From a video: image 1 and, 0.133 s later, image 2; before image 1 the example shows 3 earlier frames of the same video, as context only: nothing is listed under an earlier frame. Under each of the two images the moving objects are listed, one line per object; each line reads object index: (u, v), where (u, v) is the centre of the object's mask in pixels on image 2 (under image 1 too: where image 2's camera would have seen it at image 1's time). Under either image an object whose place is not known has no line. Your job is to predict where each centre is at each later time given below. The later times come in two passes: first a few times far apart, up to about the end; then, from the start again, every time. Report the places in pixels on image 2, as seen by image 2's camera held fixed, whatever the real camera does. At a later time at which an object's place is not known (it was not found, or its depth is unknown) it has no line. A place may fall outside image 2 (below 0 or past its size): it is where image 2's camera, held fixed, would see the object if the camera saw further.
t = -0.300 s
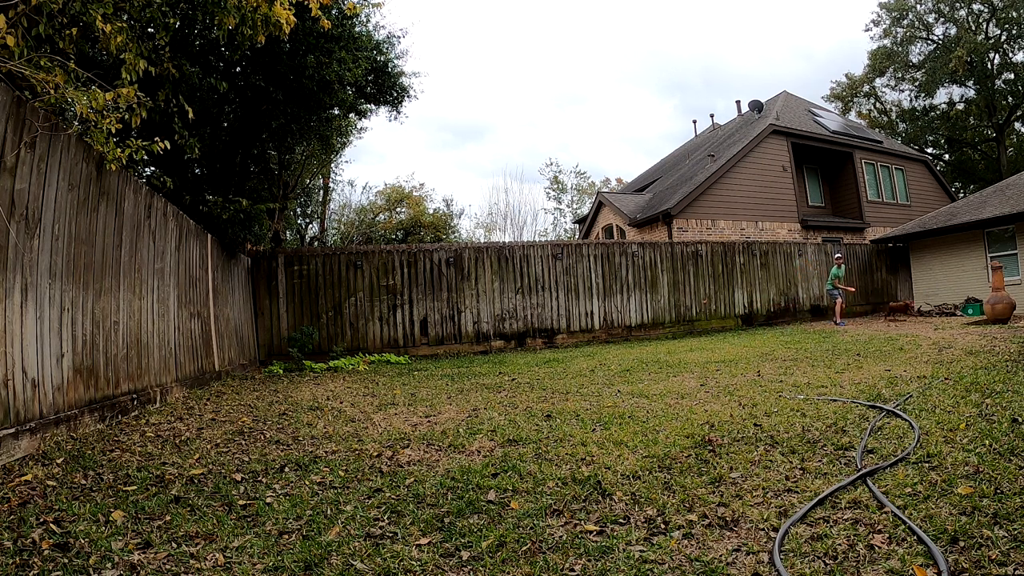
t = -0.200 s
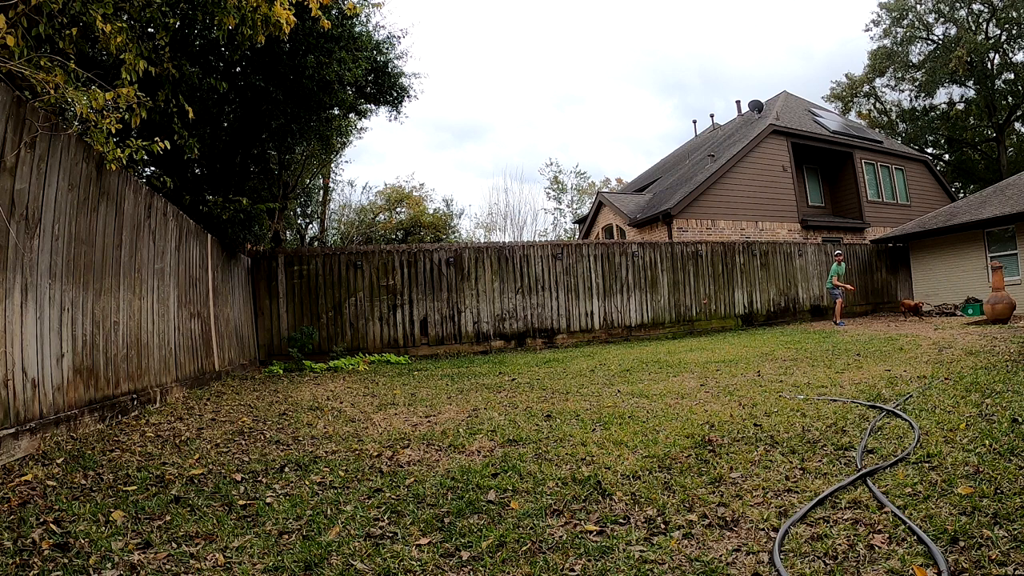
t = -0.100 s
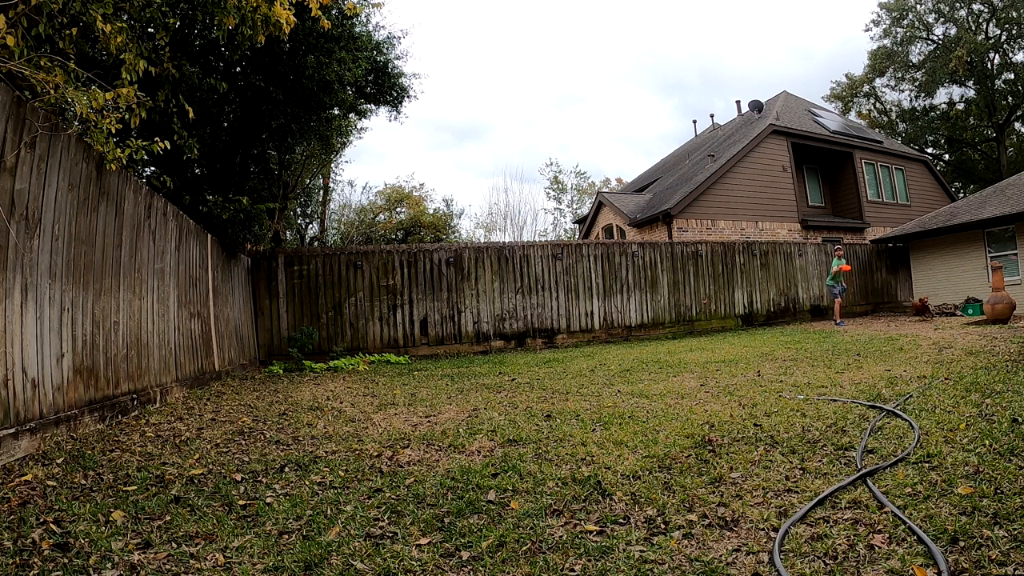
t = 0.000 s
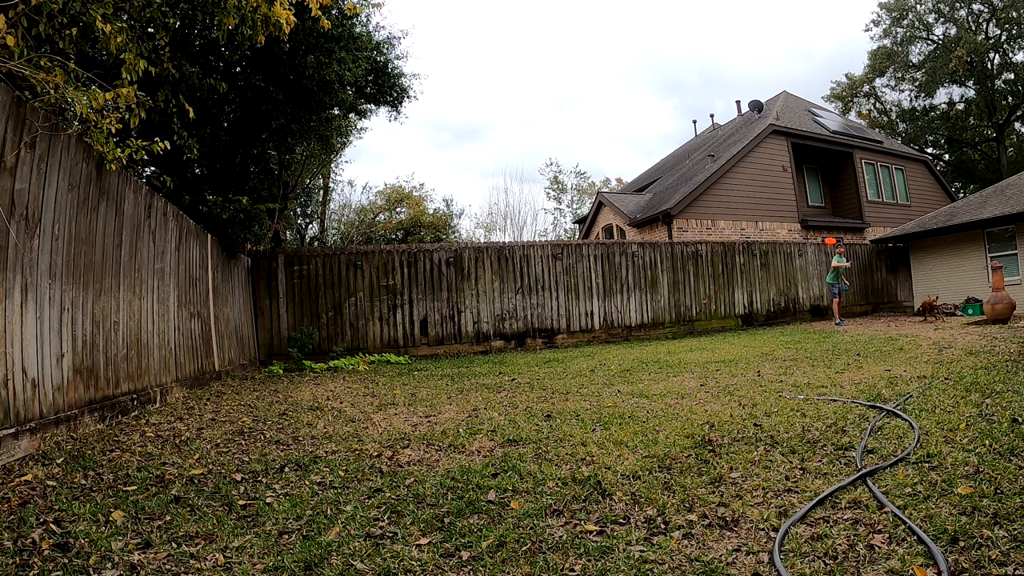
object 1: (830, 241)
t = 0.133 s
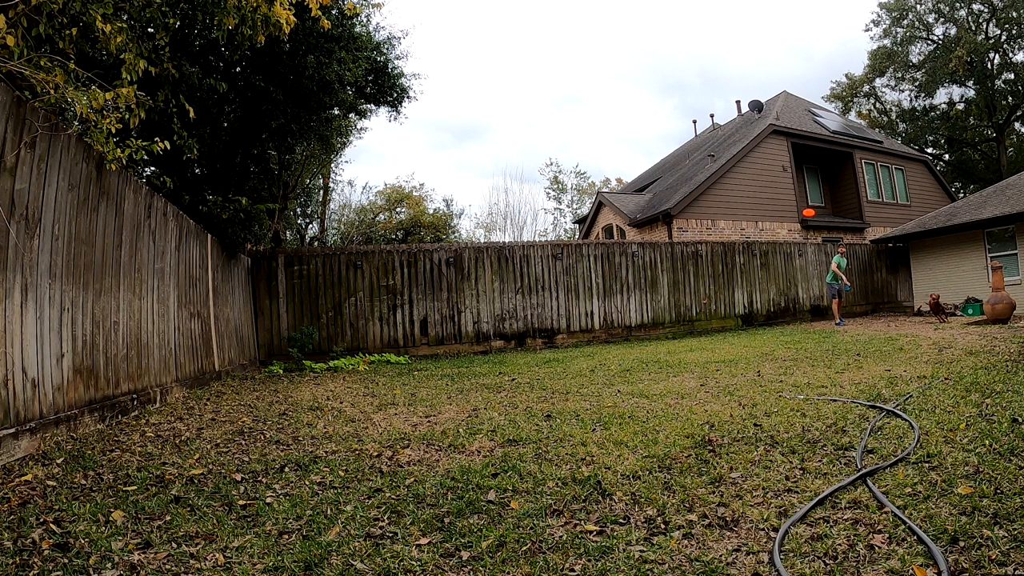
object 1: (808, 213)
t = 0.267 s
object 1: (785, 191)
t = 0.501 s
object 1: (738, 166)
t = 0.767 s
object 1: (678, 149)
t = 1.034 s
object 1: (612, 147)
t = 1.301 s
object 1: (541, 178)
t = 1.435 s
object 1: (505, 206)
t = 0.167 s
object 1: (803, 207)
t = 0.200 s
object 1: (797, 201)
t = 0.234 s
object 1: (791, 196)
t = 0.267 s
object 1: (785, 191)
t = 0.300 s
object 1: (779, 186)
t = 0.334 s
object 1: (773, 183)
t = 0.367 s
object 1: (766, 179)
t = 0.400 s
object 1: (759, 175)
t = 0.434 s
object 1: (753, 172)
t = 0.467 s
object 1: (745, 169)
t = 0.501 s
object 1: (738, 166)
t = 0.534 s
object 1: (731, 164)
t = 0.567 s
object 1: (724, 161)
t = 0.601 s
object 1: (717, 159)
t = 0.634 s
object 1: (709, 157)
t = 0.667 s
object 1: (701, 154)
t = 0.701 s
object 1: (693, 152)
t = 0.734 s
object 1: (686, 151)
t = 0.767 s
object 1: (678, 149)
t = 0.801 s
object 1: (670, 147)
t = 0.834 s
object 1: (662, 145)
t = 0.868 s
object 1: (654, 145)
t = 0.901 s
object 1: (645, 144)
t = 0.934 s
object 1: (637, 144)
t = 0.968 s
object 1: (629, 145)
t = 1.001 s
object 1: (620, 146)
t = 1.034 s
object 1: (612, 147)
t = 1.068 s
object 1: (603, 149)
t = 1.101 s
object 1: (594, 152)
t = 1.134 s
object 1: (585, 155)
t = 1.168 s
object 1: (577, 159)
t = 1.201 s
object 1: (568, 163)
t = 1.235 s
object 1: (558, 167)
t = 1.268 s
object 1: (550, 173)
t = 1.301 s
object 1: (541, 178)
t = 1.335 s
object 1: (532, 184)
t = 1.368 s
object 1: (522, 191)
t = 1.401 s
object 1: (513, 198)
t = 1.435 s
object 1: (505, 206)
